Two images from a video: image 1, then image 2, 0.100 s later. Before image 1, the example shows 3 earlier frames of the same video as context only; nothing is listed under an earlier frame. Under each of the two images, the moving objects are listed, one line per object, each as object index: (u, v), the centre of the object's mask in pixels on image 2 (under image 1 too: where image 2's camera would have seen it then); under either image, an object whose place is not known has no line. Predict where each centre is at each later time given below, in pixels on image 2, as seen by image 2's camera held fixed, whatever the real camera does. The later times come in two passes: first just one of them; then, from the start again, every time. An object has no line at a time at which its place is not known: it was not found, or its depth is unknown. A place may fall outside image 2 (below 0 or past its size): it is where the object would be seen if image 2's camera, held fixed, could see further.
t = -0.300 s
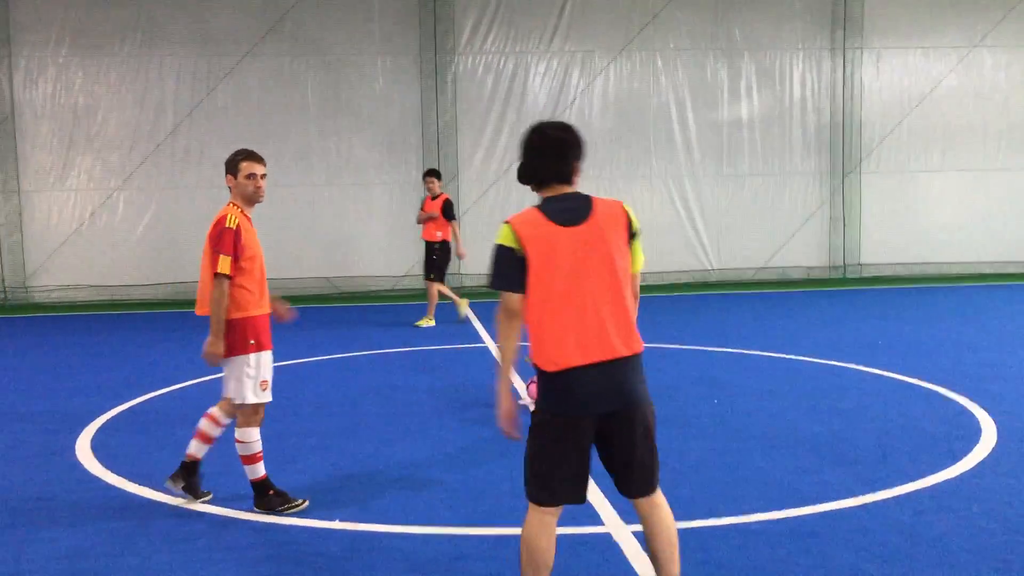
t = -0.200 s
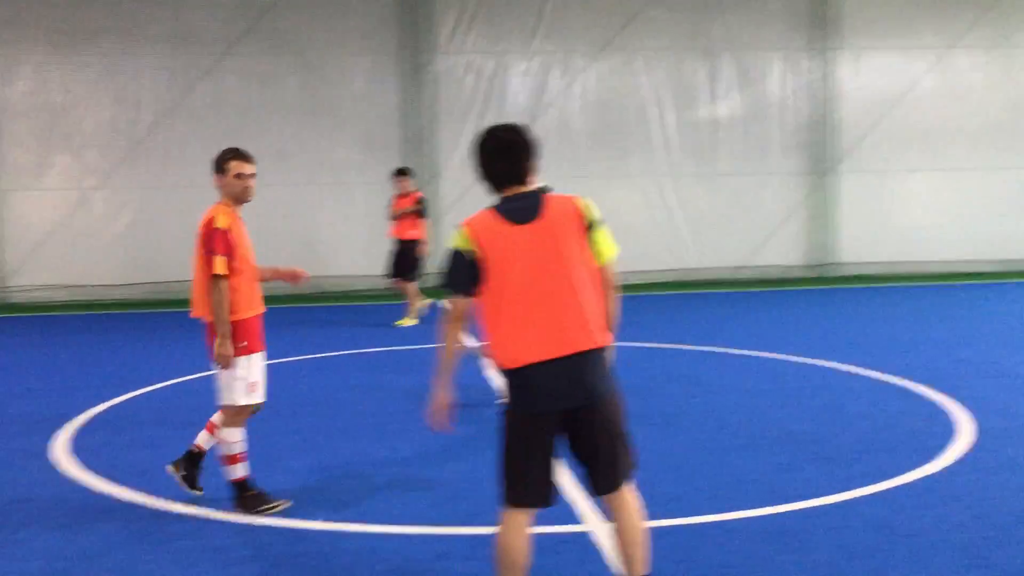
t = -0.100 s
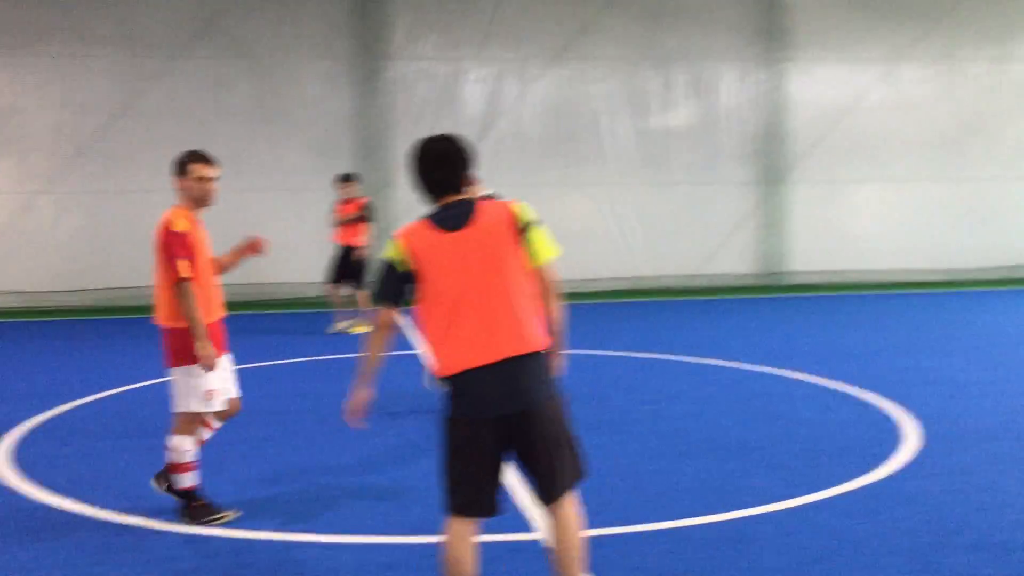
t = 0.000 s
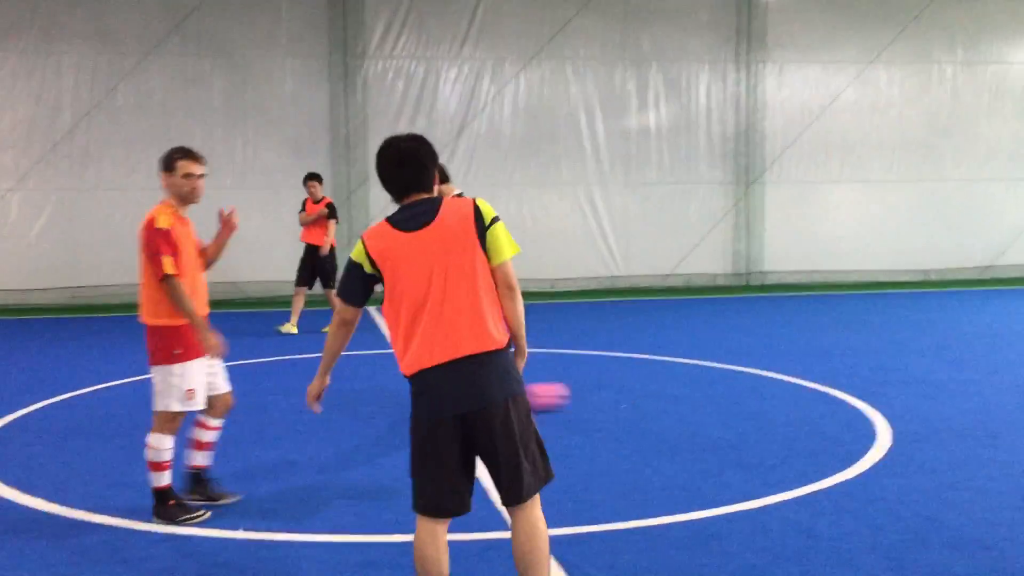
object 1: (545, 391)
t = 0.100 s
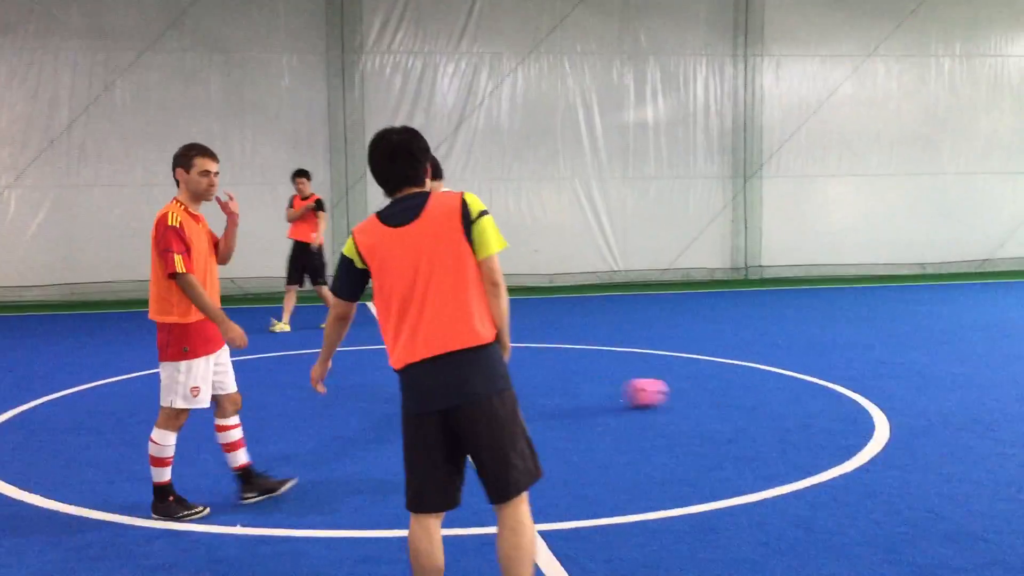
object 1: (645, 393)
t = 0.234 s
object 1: (776, 396)
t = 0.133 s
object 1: (680, 394)
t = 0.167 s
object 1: (713, 395)
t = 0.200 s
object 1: (745, 395)
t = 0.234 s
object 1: (776, 396)
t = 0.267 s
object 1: (806, 397)
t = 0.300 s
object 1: (836, 398)
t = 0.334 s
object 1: (865, 398)
